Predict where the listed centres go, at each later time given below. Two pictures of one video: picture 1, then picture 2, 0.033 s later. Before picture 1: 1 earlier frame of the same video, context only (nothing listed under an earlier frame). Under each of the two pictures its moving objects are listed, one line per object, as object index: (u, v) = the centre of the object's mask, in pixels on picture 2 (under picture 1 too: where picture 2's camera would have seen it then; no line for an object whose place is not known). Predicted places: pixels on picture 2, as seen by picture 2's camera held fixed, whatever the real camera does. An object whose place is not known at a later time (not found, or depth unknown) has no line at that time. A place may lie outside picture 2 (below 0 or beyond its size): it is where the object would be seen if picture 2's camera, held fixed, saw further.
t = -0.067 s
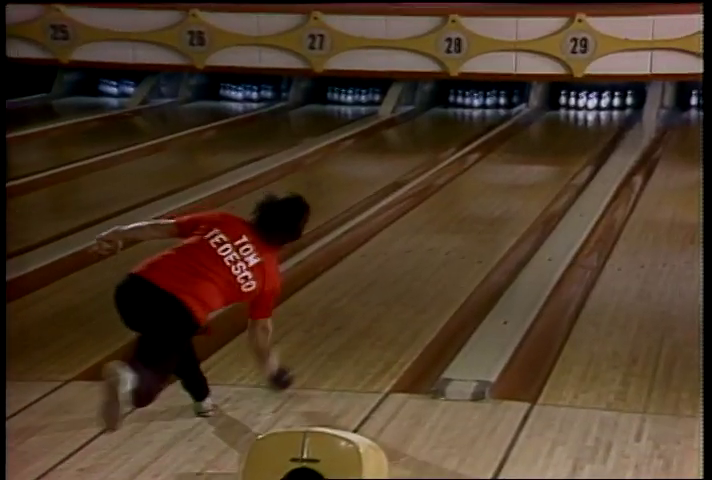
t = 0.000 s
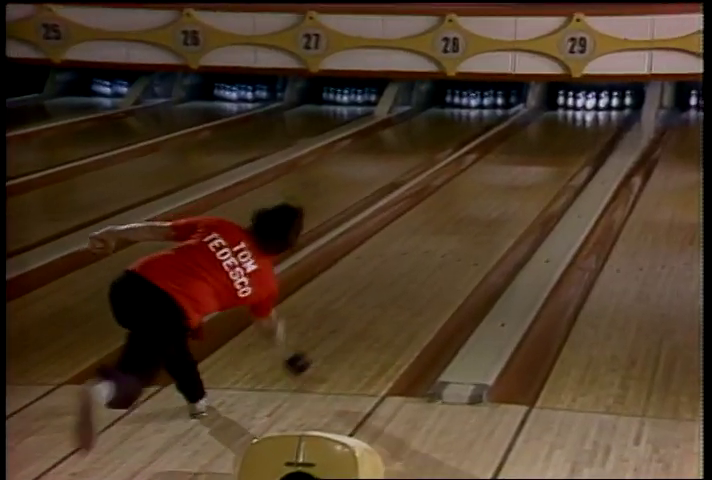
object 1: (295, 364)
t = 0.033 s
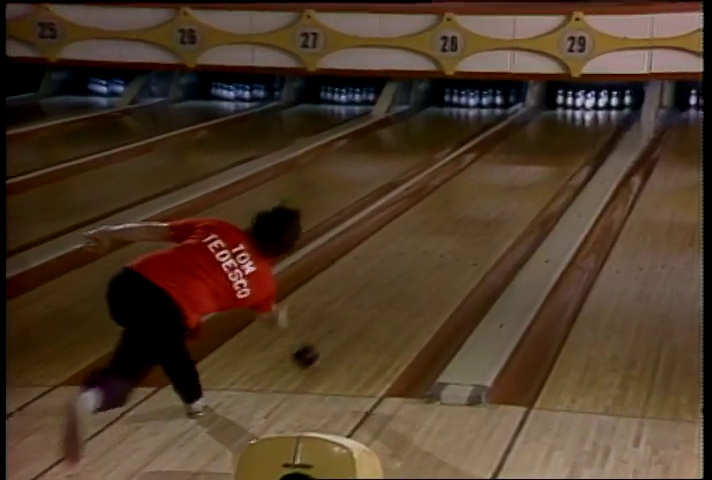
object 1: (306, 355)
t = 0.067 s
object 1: (315, 347)
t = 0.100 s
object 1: (325, 338)
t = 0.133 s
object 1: (334, 330)
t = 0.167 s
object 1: (342, 323)
